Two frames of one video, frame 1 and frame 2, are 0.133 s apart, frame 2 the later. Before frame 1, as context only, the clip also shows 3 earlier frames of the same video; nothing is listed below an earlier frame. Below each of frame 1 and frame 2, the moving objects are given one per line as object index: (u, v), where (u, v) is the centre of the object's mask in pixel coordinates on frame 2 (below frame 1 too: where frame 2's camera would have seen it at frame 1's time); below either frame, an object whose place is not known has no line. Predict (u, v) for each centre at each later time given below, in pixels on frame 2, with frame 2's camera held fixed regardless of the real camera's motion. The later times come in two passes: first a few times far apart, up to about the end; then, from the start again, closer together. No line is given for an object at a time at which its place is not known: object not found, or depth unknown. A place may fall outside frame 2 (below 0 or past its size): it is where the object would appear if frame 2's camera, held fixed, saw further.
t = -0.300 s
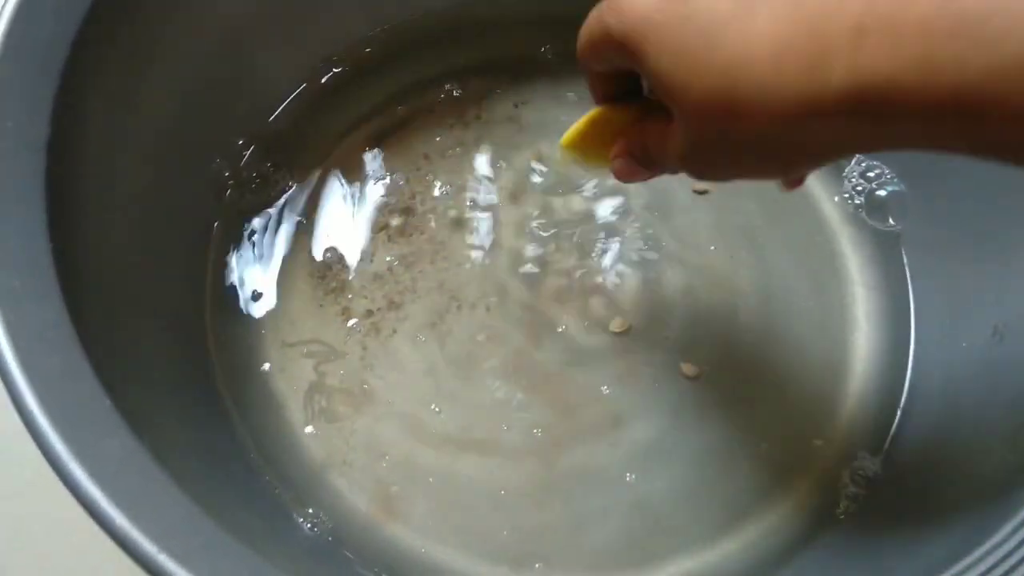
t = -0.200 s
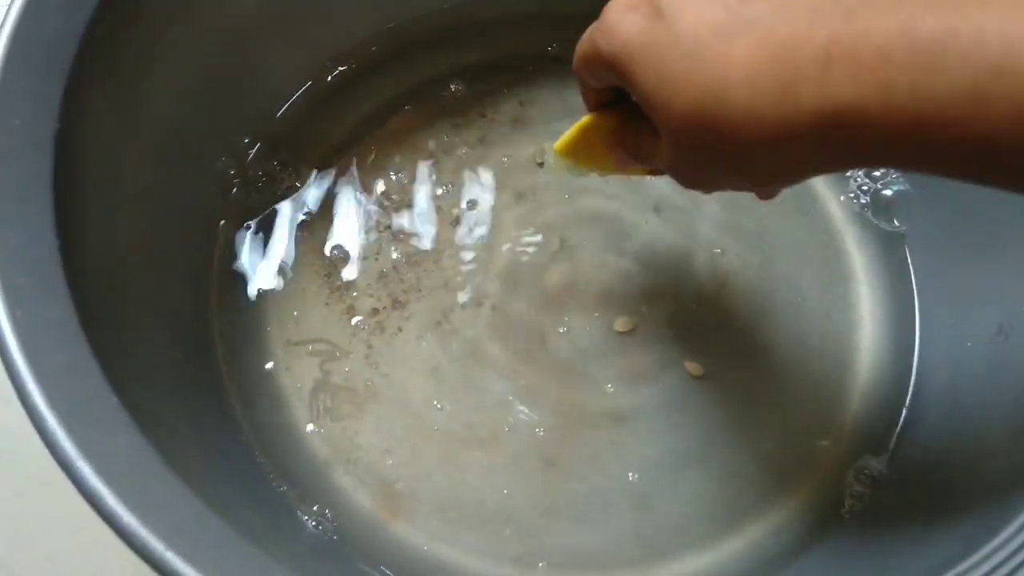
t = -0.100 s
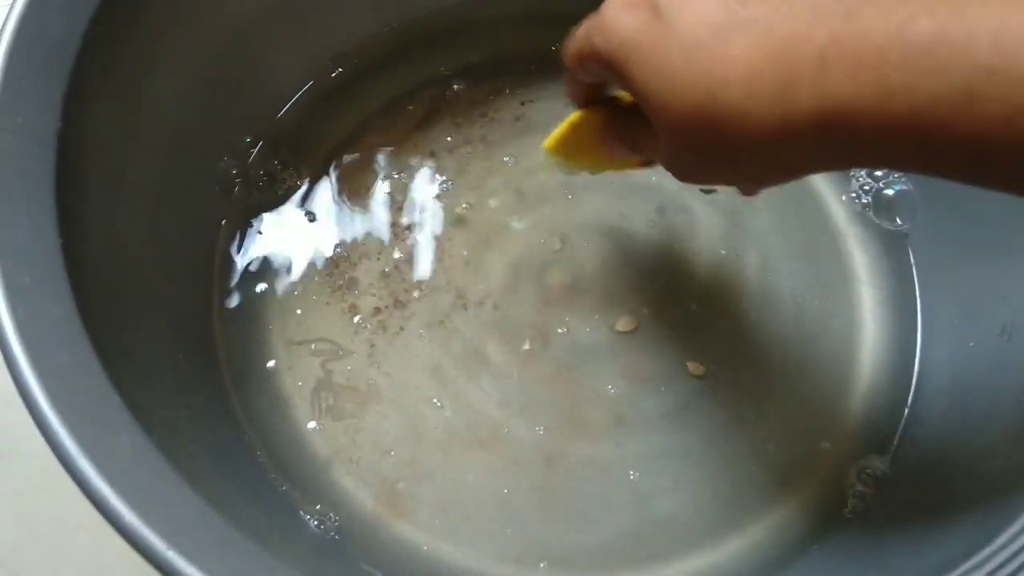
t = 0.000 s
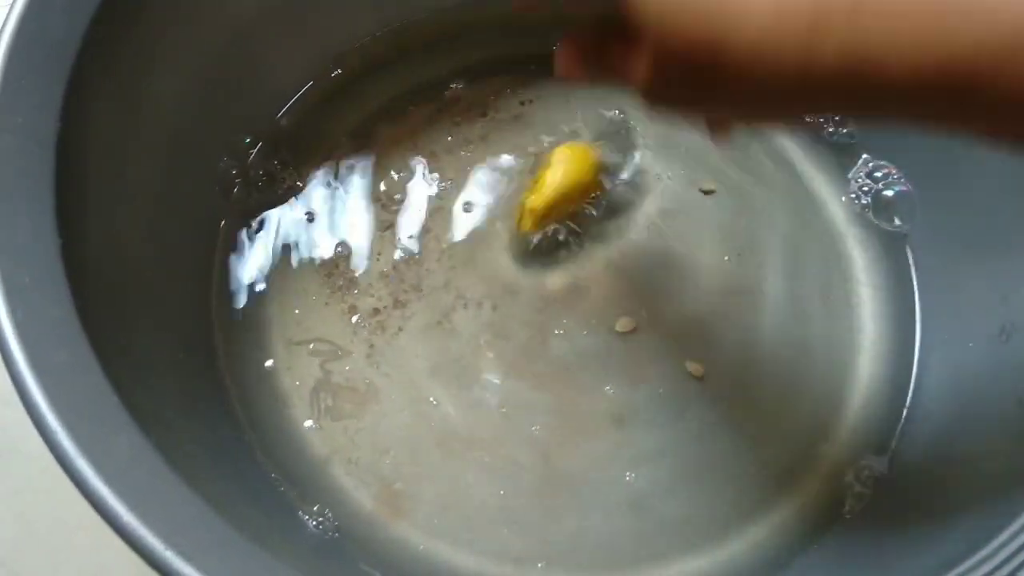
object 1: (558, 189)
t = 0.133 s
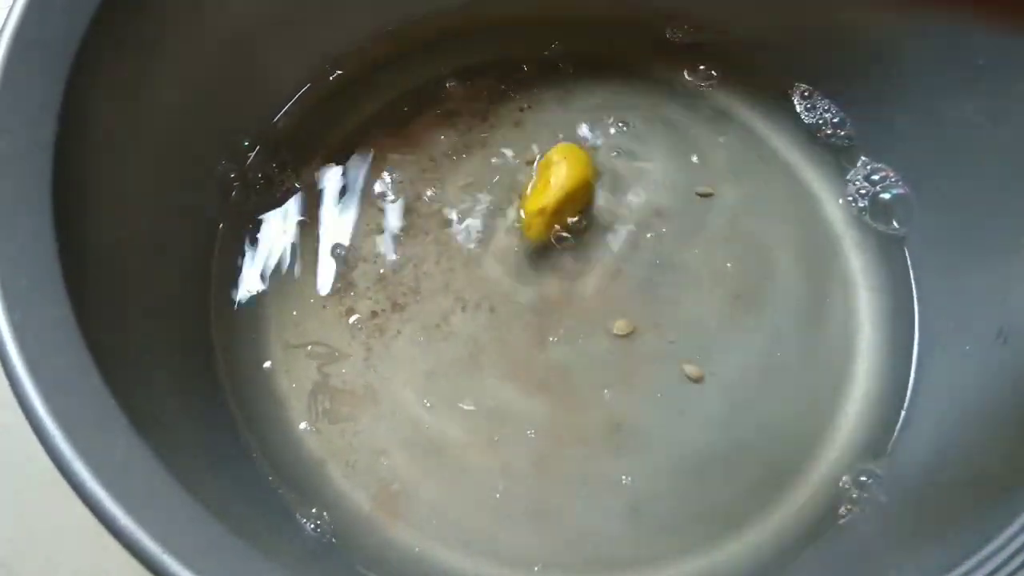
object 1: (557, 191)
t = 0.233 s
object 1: (554, 190)
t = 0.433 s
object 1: (552, 190)
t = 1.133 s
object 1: (549, 190)
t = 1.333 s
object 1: (548, 193)
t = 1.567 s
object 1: (547, 193)
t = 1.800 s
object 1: (545, 193)
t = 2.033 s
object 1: (544, 195)
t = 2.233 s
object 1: (545, 197)
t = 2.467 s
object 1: (544, 195)
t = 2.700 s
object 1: (545, 196)
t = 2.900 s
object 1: (544, 195)
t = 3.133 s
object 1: (544, 196)
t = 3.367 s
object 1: (544, 196)
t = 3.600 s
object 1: (544, 196)
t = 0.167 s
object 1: (554, 191)
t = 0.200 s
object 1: (554, 191)
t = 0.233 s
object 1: (554, 190)
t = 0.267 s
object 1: (553, 190)
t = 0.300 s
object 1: (552, 190)
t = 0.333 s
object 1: (552, 190)
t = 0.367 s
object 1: (553, 191)
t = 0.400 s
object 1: (552, 190)
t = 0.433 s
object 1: (552, 190)
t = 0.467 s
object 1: (552, 190)
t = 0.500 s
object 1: (552, 189)
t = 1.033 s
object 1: (549, 189)
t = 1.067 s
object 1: (549, 189)
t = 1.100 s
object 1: (549, 190)
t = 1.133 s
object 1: (549, 190)
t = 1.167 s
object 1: (549, 191)
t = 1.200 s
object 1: (548, 192)
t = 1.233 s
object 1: (548, 192)
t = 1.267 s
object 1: (548, 193)
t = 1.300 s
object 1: (548, 193)
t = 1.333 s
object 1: (548, 193)
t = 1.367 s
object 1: (548, 193)
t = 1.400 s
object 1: (548, 193)
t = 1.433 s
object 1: (548, 192)
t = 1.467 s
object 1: (548, 192)
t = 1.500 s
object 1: (548, 192)
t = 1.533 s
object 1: (548, 192)
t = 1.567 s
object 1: (547, 193)
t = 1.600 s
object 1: (547, 193)
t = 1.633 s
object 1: (547, 193)
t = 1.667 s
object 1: (547, 193)
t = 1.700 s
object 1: (547, 193)
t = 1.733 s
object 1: (546, 193)
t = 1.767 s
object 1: (546, 193)
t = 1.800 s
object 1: (545, 193)
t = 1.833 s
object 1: (545, 194)
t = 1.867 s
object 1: (546, 194)
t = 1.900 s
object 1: (545, 194)
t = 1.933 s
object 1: (545, 194)
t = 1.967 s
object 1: (545, 194)
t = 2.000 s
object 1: (545, 195)
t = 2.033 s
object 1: (544, 195)
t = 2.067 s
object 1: (545, 197)
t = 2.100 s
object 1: (545, 196)
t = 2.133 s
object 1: (545, 196)
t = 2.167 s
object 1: (545, 197)
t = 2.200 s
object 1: (545, 197)
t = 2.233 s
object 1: (545, 197)
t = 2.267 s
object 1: (545, 197)
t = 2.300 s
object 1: (545, 196)
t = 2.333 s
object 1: (545, 196)
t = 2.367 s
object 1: (545, 196)
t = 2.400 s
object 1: (544, 196)
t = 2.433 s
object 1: (545, 196)
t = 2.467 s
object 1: (544, 195)
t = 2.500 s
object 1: (544, 196)
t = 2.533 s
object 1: (544, 196)
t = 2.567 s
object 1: (544, 196)
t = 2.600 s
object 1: (543, 196)
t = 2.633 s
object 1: (544, 197)
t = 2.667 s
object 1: (545, 196)
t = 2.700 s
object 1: (545, 196)
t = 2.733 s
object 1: (545, 196)
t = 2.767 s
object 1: (545, 195)
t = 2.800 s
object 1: (545, 195)
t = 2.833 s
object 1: (545, 195)
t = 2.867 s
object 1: (544, 195)
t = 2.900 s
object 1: (544, 195)
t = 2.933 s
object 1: (544, 195)
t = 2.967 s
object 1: (544, 196)
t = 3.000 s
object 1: (544, 196)
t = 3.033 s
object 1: (544, 196)
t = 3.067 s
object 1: (545, 196)
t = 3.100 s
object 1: (545, 196)
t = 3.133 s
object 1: (544, 196)
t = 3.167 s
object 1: (544, 197)
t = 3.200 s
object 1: (544, 197)
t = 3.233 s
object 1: (544, 196)
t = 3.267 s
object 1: (544, 197)
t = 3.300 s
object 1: (545, 197)
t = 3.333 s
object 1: (544, 196)
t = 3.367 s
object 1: (544, 196)
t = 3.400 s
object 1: (544, 196)
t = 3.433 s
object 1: (544, 196)
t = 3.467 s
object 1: (544, 196)
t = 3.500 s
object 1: (544, 196)
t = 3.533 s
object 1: (544, 196)
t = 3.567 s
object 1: (544, 196)
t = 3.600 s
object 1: (544, 196)
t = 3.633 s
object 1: (544, 196)
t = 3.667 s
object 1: (545, 196)
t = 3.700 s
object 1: (545, 196)
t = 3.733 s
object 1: (545, 196)
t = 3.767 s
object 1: (545, 196)
